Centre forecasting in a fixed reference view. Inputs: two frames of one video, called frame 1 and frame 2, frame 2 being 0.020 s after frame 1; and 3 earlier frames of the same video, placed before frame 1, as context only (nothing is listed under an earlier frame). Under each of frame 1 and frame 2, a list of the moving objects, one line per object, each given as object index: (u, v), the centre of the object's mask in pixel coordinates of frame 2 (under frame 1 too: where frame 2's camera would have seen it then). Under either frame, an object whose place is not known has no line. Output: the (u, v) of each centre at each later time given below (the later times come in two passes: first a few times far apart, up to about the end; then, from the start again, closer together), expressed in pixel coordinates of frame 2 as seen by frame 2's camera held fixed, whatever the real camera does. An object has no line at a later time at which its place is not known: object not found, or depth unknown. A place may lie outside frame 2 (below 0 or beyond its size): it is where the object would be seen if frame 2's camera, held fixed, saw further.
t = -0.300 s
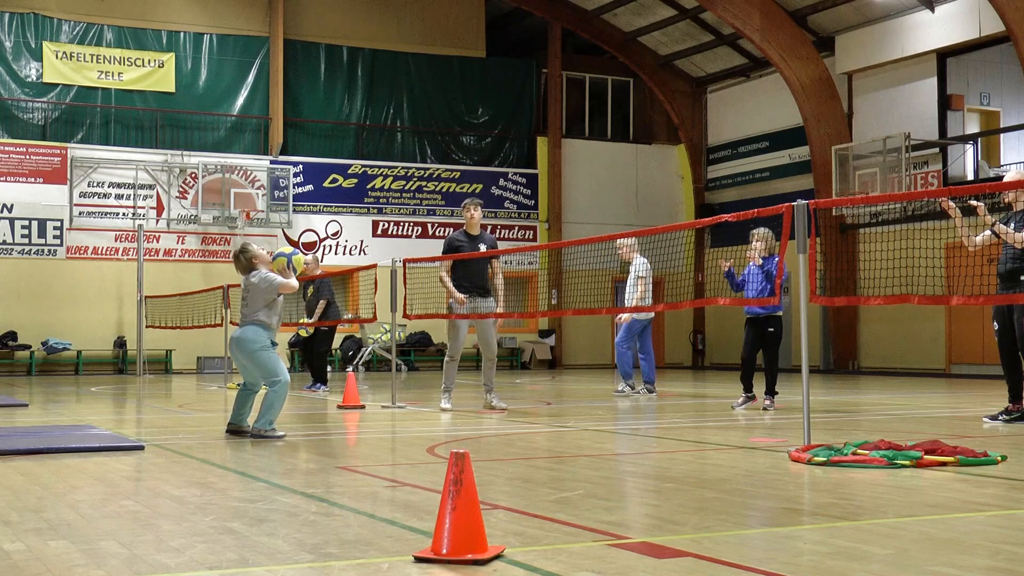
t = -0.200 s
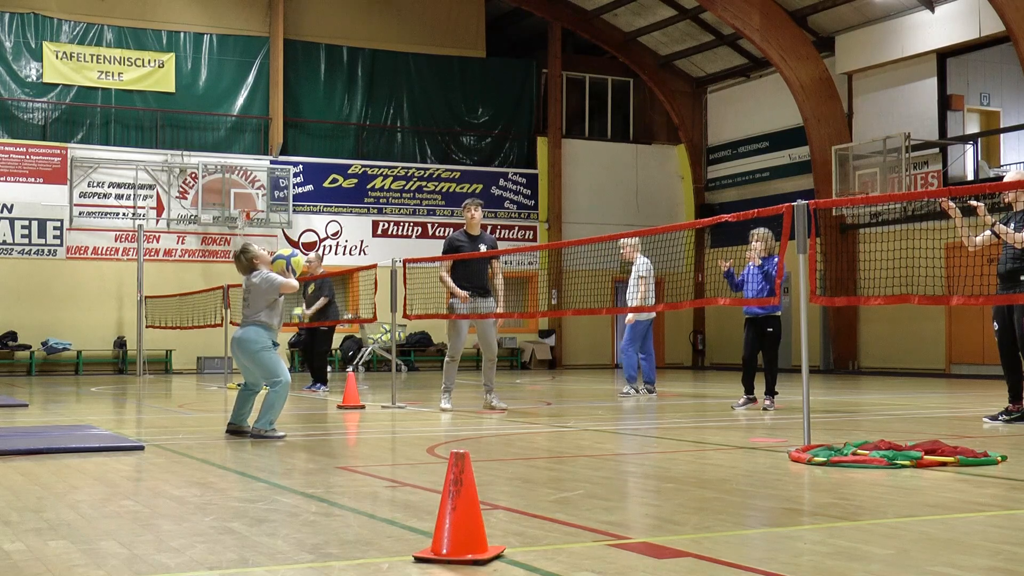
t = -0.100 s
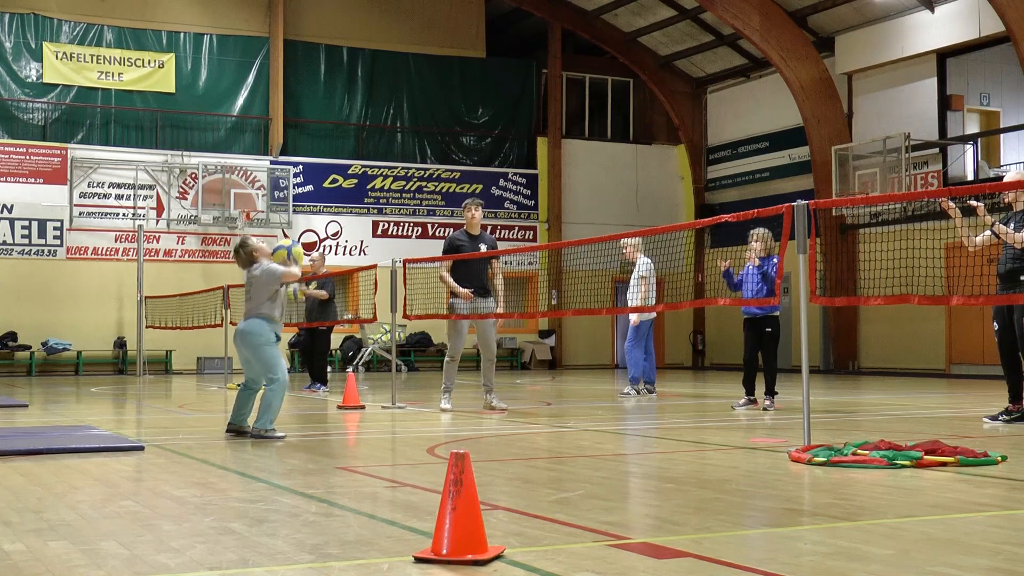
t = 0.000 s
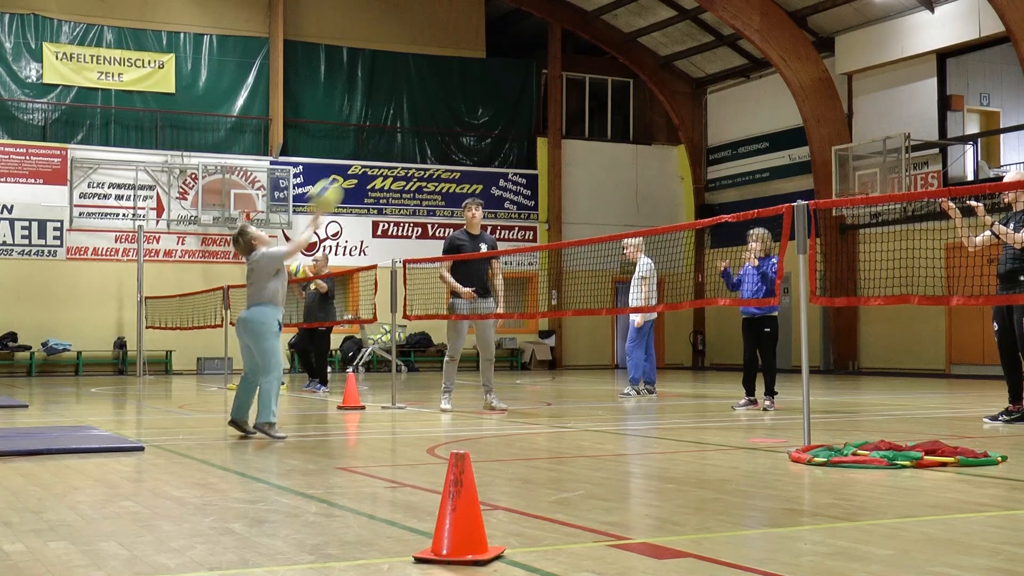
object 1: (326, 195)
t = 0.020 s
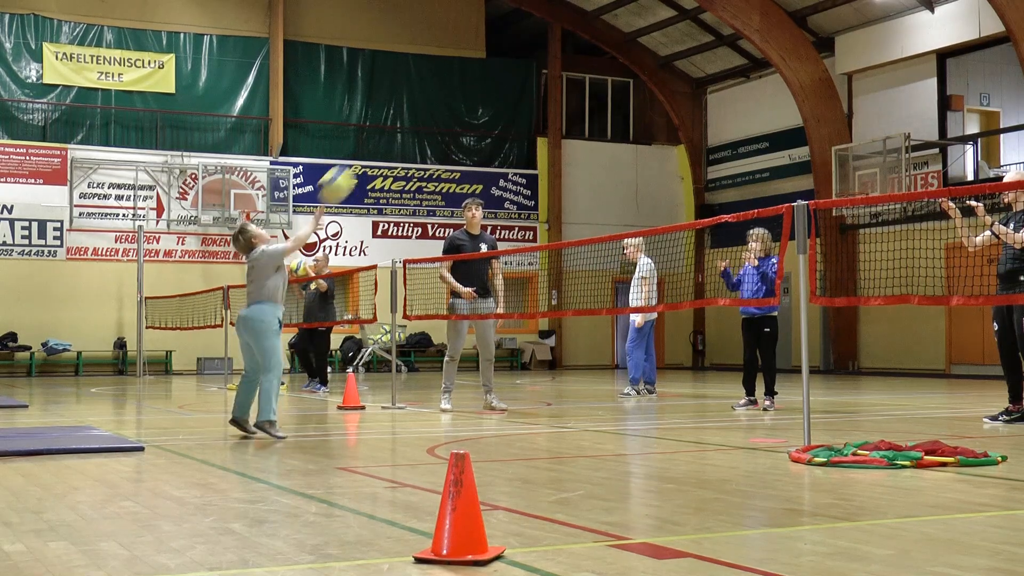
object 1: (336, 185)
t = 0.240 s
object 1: (465, 84)
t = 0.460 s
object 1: (582, 54)
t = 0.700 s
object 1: (698, 92)
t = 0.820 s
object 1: (753, 138)
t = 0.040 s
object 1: (348, 173)
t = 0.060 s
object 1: (361, 160)
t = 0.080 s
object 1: (373, 148)
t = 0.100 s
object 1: (384, 139)
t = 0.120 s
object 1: (396, 129)
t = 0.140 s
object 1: (407, 120)
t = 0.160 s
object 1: (419, 112)
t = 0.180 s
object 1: (431, 103)
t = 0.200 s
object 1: (442, 96)
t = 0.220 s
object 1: (454, 90)
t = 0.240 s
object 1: (465, 84)
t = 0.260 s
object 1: (476, 78)
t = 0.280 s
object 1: (487, 73)
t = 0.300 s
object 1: (498, 69)
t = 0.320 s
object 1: (509, 65)
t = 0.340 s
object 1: (519, 62)
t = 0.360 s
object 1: (530, 59)
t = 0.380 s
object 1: (541, 57)
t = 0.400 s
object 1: (551, 56)
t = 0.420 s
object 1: (562, 54)
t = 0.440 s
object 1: (572, 54)
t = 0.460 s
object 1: (582, 54)
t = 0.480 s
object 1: (592, 54)
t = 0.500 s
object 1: (602, 55)
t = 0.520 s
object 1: (612, 56)
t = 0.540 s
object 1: (622, 58)
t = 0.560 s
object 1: (632, 61)
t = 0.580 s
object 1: (642, 64)
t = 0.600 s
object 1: (651, 67)
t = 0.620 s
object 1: (661, 71)
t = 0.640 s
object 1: (670, 76)
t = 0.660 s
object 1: (679, 81)
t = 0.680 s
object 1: (689, 86)
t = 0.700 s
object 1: (698, 92)
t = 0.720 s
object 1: (707, 99)
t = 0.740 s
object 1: (716, 106)
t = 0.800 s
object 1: (743, 129)
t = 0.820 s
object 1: (753, 138)
